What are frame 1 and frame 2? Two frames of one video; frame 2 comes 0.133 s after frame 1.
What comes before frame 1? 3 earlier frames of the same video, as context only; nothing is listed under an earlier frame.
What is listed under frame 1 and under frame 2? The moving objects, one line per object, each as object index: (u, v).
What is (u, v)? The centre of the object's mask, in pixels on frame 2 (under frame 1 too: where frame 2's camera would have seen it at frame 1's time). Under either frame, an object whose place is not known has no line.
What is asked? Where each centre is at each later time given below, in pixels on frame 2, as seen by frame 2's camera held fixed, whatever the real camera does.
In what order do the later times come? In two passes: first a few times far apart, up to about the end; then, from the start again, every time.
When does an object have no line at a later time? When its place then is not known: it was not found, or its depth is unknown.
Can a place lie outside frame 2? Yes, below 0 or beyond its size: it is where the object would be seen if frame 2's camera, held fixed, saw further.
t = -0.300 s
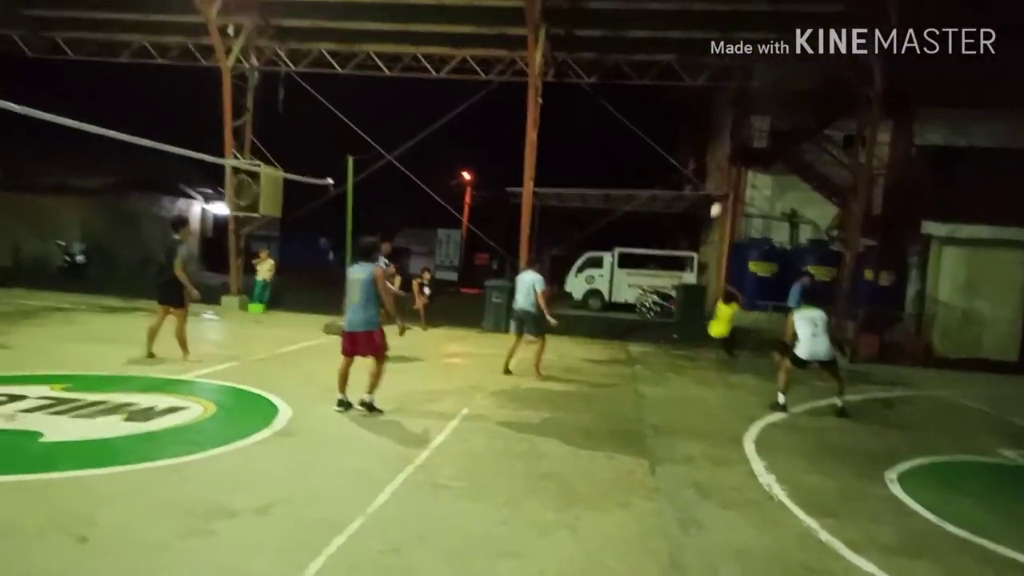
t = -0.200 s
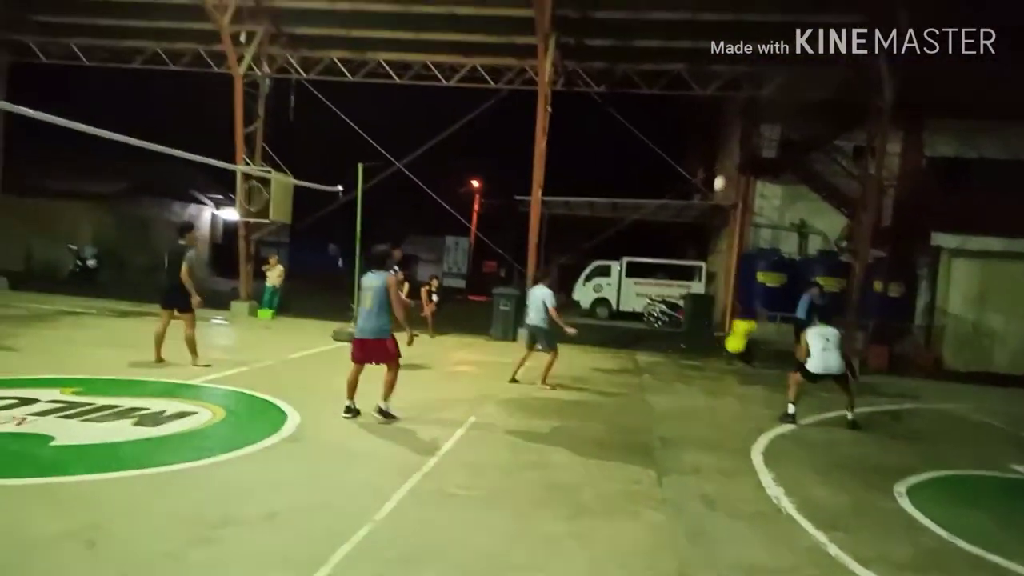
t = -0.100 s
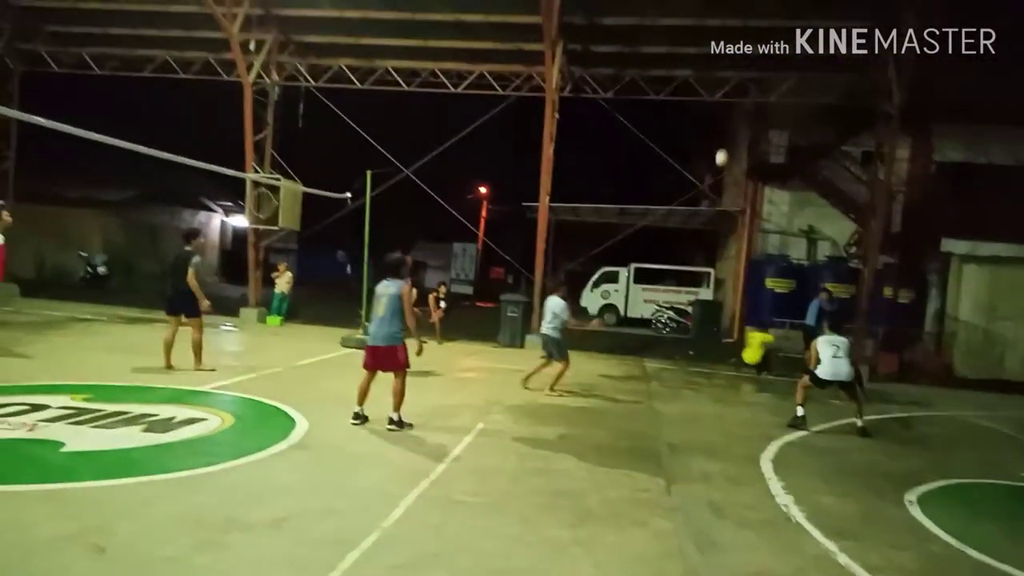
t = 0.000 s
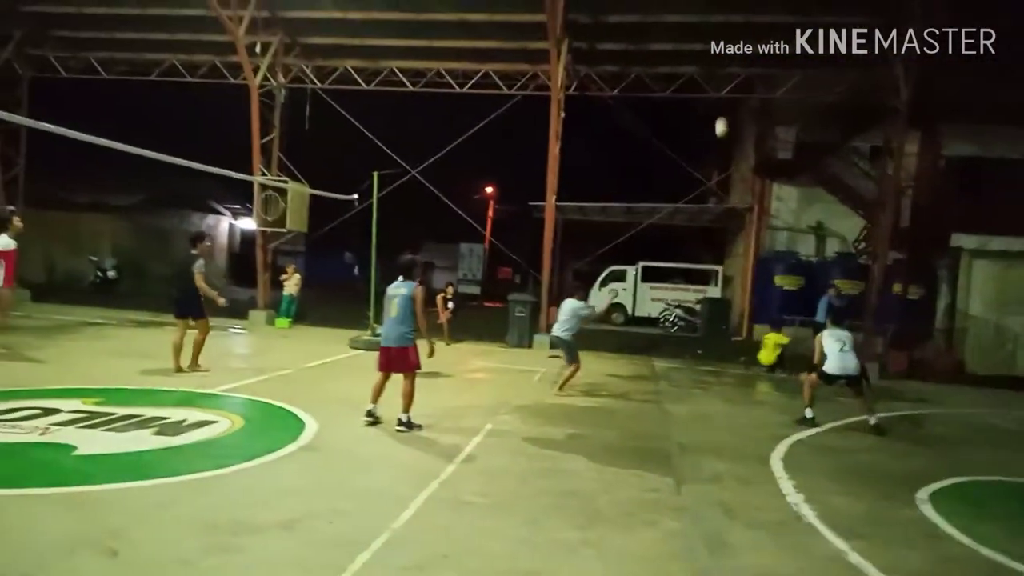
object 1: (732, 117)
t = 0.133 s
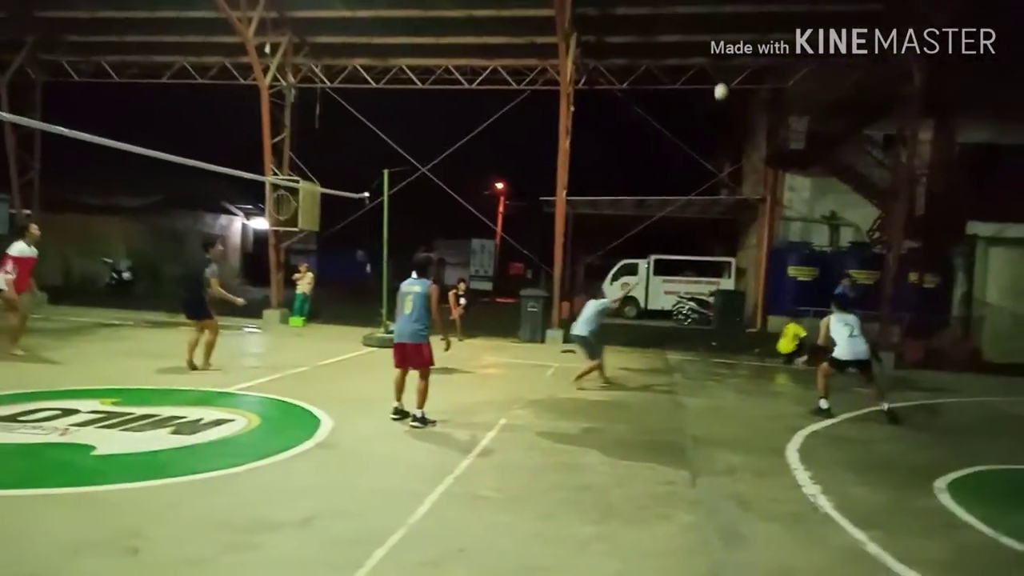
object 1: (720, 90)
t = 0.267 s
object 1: (707, 75)
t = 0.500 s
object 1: (680, 75)
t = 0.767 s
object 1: (644, 122)
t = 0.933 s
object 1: (619, 183)
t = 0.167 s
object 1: (717, 85)
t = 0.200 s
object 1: (714, 80)
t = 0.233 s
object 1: (710, 77)
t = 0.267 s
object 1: (707, 75)
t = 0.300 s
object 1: (703, 73)
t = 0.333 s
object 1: (700, 72)
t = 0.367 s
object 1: (696, 70)
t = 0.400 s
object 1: (692, 71)
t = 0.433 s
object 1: (688, 72)
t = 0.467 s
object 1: (684, 73)
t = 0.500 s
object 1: (680, 75)
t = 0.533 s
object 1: (676, 78)
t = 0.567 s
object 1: (672, 82)
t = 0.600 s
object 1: (667, 87)
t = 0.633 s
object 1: (663, 92)
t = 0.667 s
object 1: (658, 97)
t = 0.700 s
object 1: (653, 104)
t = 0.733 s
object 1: (649, 113)
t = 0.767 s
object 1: (644, 122)
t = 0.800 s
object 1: (639, 132)
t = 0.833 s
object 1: (635, 145)
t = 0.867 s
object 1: (629, 157)
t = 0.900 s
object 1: (624, 169)
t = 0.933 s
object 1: (619, 183)
